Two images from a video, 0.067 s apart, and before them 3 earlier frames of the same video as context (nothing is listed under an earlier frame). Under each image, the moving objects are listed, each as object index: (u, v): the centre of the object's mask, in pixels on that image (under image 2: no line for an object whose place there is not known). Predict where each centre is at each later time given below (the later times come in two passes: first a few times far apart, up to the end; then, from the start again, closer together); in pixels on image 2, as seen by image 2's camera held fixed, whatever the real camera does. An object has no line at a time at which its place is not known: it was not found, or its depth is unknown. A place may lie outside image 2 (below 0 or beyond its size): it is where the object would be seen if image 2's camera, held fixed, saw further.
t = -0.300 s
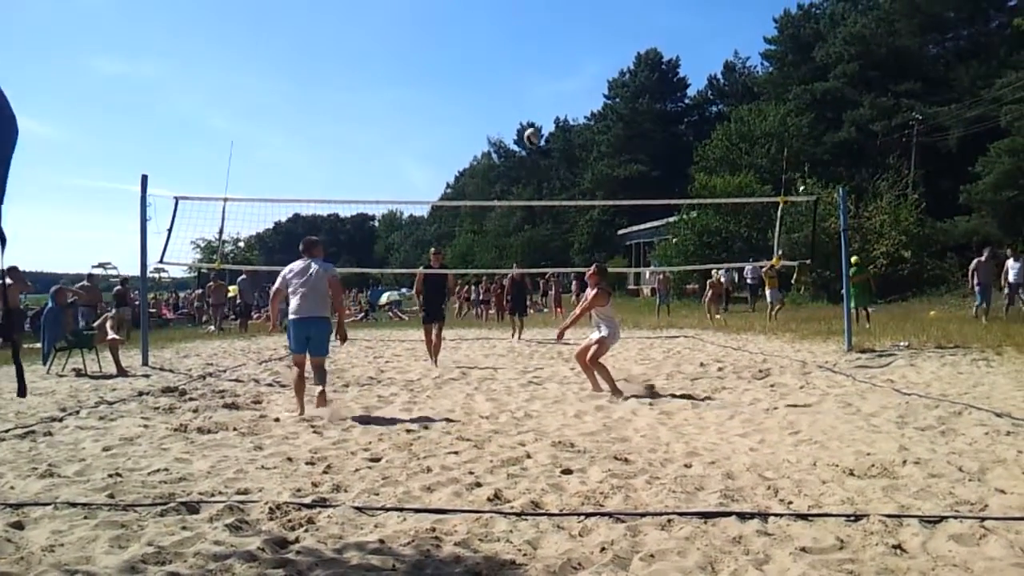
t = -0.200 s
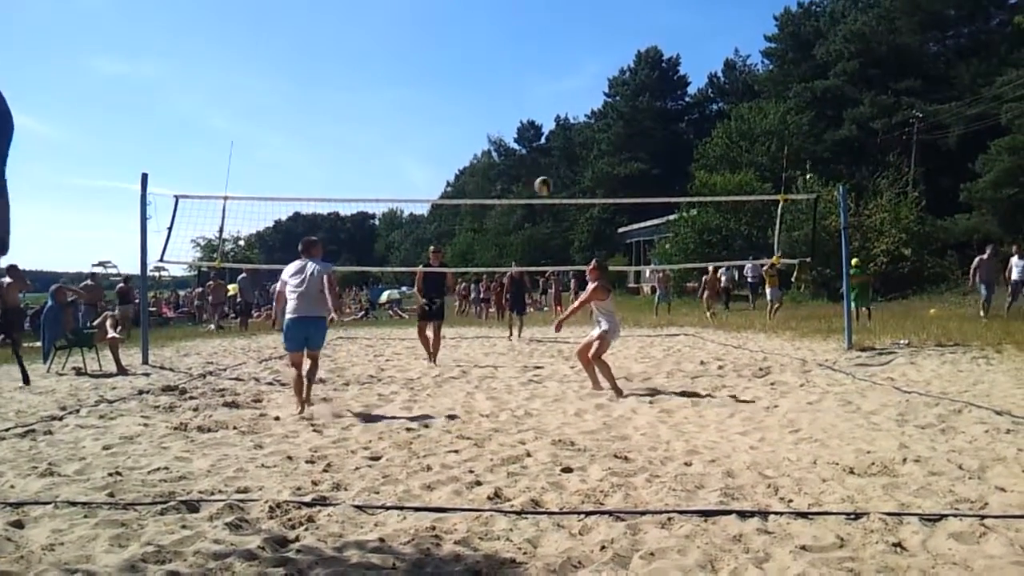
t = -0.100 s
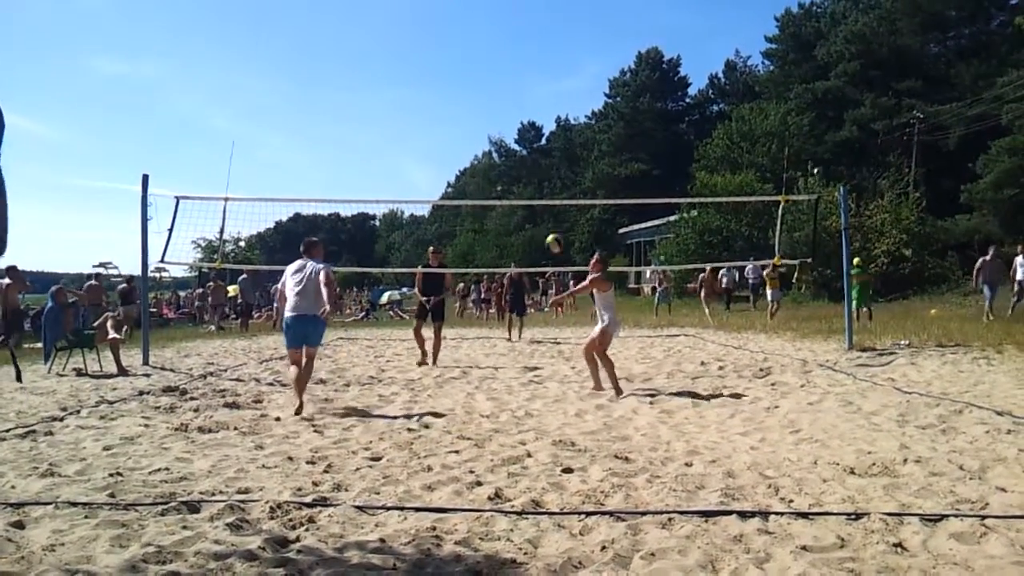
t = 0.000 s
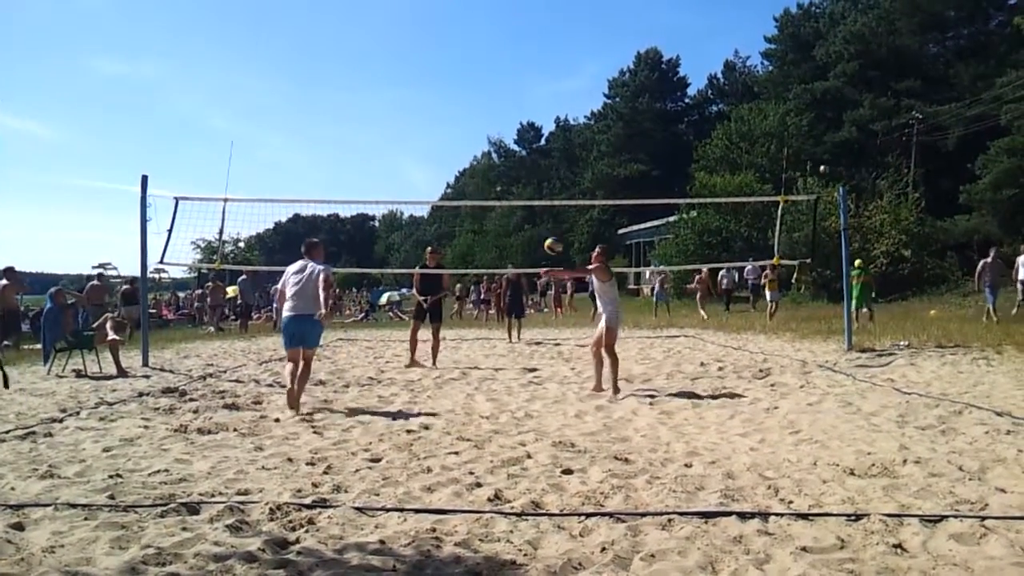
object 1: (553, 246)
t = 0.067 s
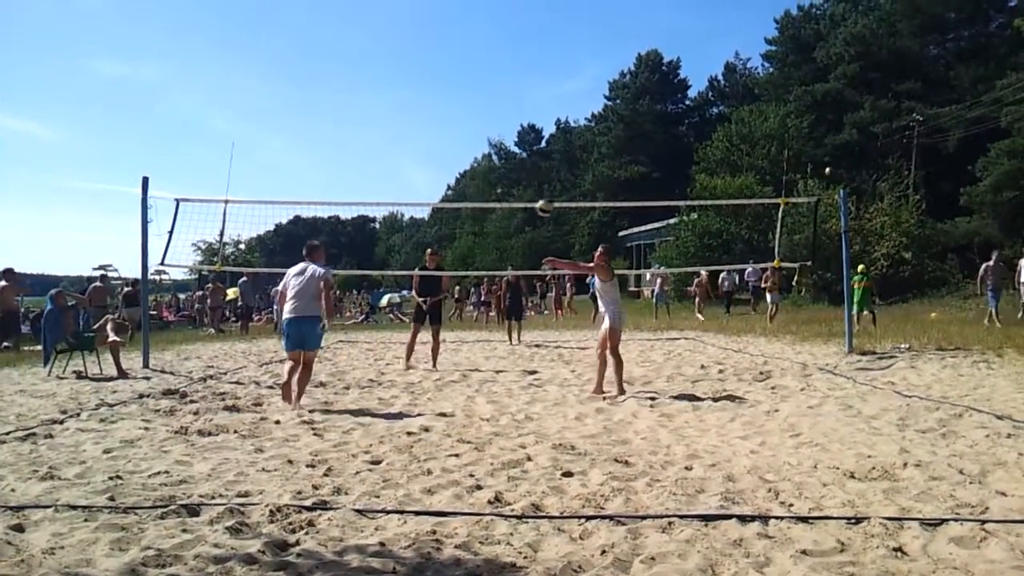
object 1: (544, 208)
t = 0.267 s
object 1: (521, 111)
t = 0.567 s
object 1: (488, 31)
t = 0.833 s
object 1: (459, 22)
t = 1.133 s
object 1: (431, 78)
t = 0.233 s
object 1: (525, 125)
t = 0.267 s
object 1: (521, 111)
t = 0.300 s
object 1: (517, 98)
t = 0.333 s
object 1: (513, 86)
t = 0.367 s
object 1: (509, 75)
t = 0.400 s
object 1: (505, 65)
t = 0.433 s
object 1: (501, 57)
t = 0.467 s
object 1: (498, 48)
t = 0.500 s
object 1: (494, 42)
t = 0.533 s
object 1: (491, 36)
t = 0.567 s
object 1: (488, 31)
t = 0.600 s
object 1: (483, 26)
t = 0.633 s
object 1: (480, 23)
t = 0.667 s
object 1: (477, 20)
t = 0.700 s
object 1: (473, 19)
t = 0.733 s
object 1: (470, 19)
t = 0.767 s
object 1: (466, 19)
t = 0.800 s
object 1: (463, 20)
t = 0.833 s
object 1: (459, 22)
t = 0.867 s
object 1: (456, 25)
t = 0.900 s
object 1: (453, 29)
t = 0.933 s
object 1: (450, 34)
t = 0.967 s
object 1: (447, 40)
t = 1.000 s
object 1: (444, 46)
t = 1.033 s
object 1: (441, 52)
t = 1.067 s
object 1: (437, 60)
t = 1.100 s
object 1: (434, 69)
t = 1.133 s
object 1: (431, 78)
